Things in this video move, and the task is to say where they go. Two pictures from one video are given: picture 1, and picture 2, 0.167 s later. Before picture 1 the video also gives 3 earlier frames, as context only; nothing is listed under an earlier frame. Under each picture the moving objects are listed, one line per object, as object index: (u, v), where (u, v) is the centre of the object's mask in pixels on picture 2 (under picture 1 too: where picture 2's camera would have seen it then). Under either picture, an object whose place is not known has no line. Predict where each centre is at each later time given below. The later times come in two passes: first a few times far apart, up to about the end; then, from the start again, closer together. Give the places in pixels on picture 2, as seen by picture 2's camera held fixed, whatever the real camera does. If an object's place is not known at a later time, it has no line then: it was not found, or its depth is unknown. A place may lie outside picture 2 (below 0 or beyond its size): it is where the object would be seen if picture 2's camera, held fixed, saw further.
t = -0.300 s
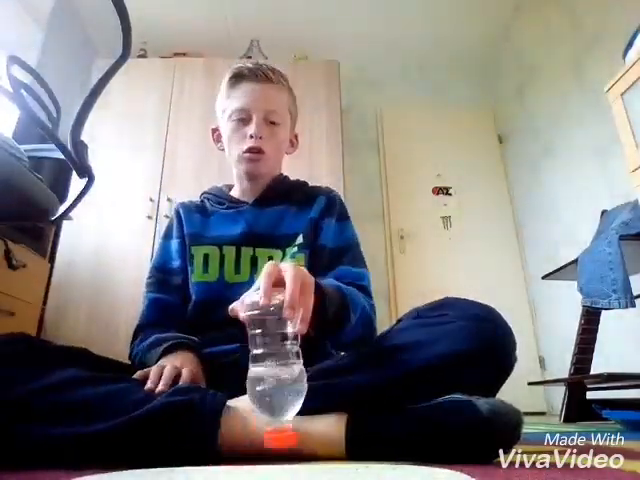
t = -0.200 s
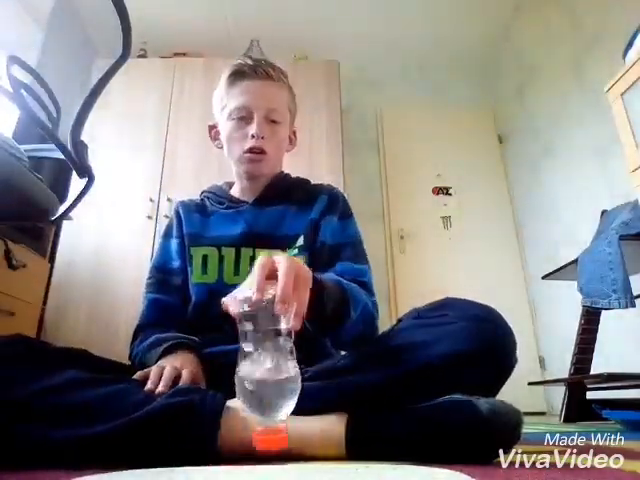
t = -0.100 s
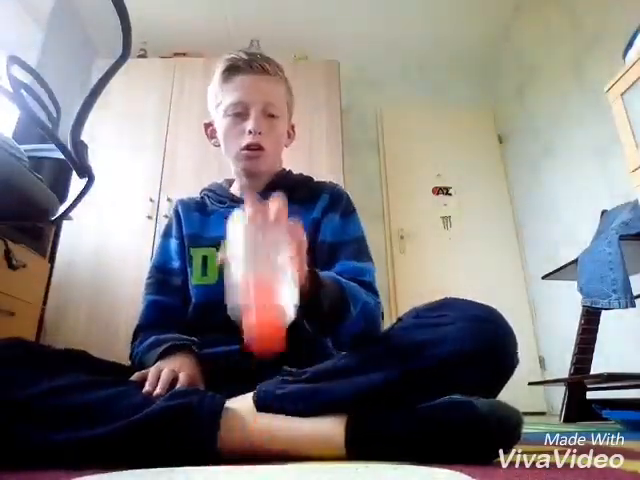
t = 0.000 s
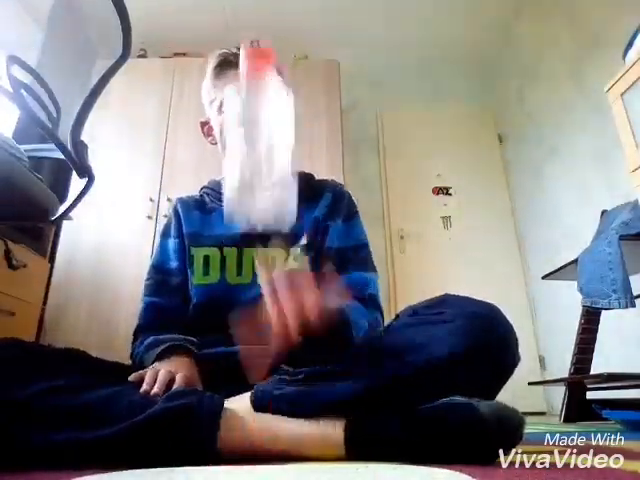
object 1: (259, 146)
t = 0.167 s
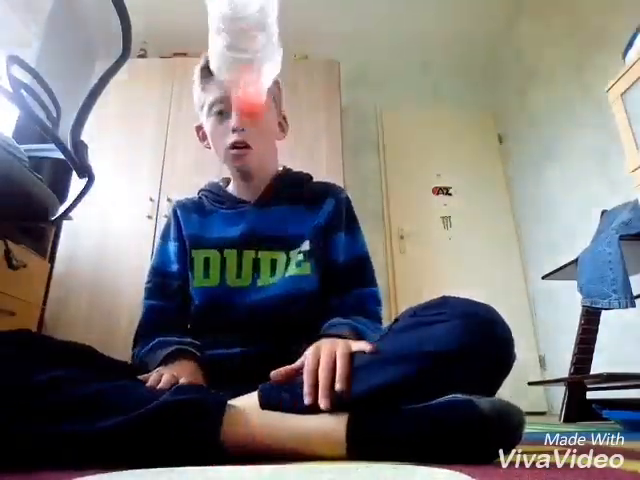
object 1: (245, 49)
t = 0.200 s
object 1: (240, 58)
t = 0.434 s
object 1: (161, 350)
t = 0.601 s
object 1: (116, 420)
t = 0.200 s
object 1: (240, 58)
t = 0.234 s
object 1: (232, 80)
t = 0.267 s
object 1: (223, 108)
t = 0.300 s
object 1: (210, 169)
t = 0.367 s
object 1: (178, 331)
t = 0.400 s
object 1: (167, 338)
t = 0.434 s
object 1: (161, 350)
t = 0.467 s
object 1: (152, 360)
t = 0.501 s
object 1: (143, 380)
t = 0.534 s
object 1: (132, 410)
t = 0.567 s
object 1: (124, 419)
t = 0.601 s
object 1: (116, 420)
